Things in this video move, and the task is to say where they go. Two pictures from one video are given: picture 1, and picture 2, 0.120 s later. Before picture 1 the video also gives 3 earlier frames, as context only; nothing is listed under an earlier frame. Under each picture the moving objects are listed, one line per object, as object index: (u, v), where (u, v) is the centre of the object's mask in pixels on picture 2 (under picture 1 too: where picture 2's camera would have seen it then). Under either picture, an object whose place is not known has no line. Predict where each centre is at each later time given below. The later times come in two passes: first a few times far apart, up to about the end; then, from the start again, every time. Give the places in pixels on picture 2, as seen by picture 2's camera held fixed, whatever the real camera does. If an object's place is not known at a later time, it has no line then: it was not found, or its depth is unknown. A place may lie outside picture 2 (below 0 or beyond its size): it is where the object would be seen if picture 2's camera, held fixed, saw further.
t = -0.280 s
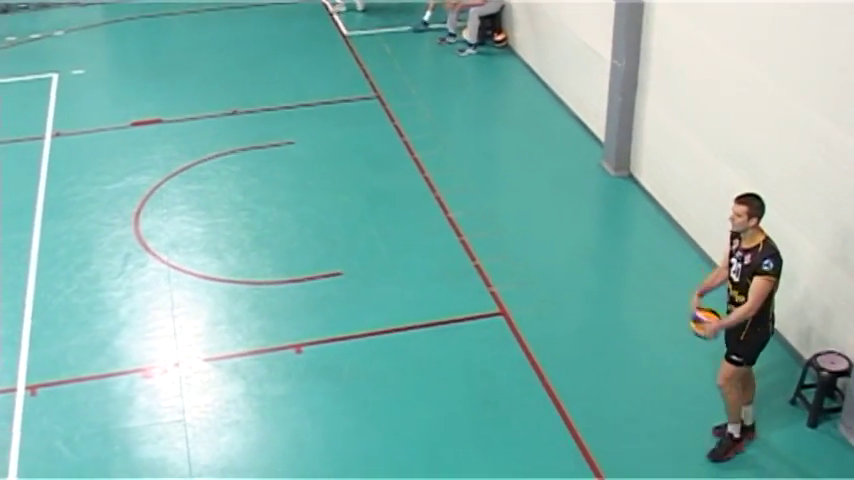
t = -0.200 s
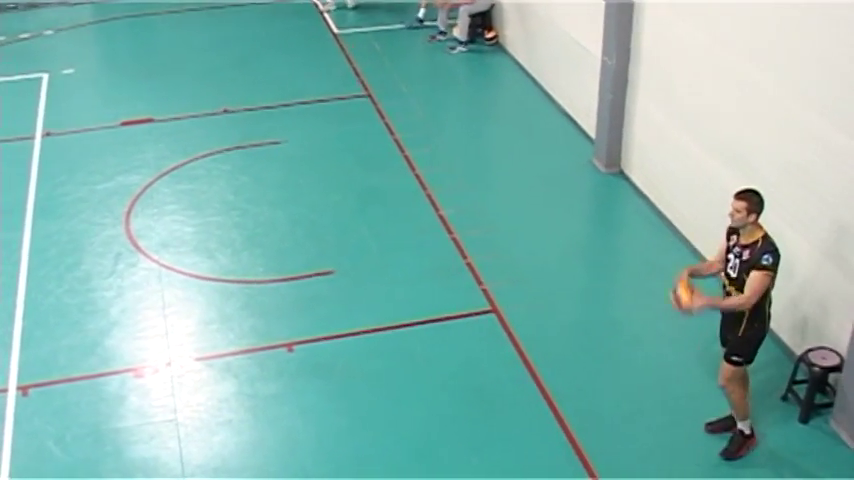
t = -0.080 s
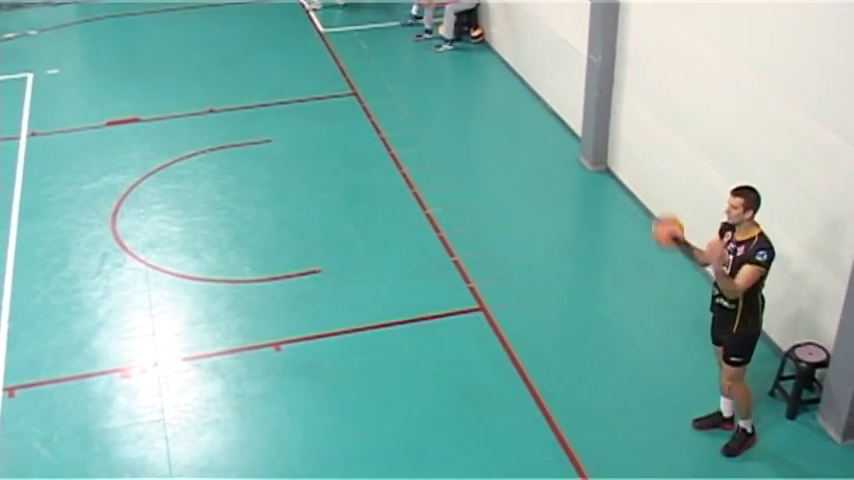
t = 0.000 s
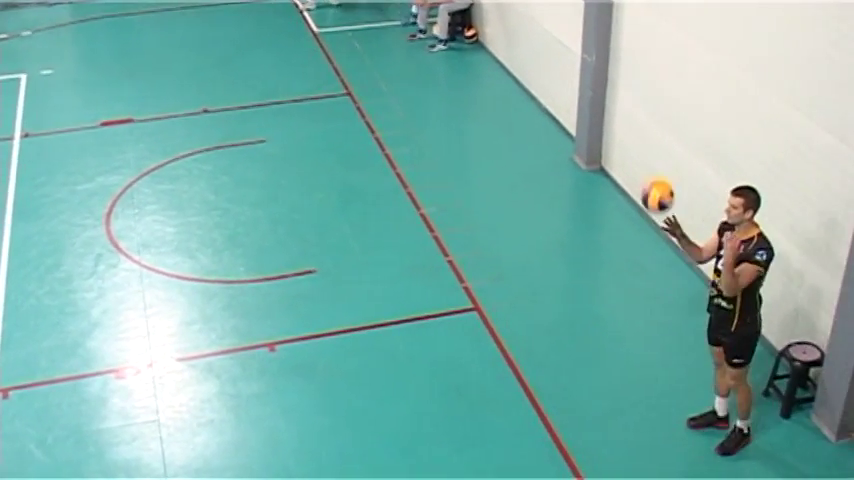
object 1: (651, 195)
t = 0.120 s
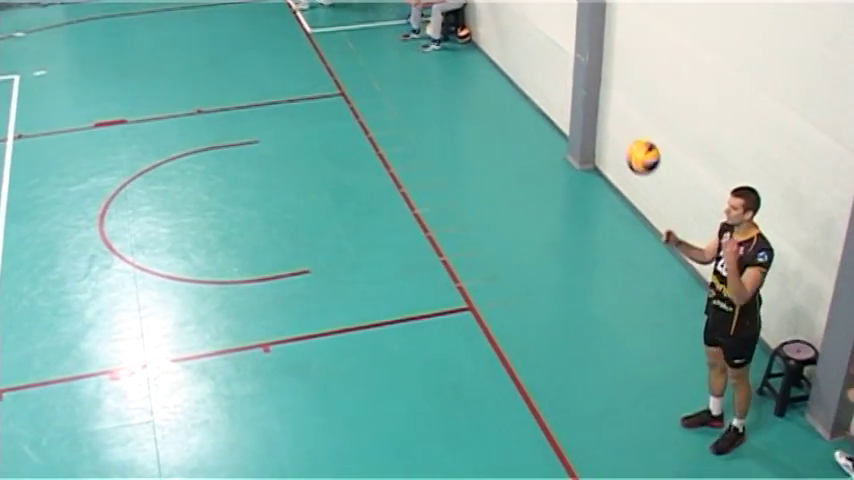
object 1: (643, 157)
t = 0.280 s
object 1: (629, 137)
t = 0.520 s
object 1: (600, 177)
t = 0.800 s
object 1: (563, 316)
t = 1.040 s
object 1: (539, 441)
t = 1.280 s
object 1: (601, 331)
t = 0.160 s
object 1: (640, 149)
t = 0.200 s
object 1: (637, 142)
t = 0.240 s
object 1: (632, 139)
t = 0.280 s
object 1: (629, 137)
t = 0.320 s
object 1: (625, 138)
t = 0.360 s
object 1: (621, 141)
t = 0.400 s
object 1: (616, 147)
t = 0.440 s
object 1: (611, 155)
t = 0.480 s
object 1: (606, 165)
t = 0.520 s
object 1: (600, 177)
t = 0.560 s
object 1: (595, 191)
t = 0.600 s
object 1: (589, 207)
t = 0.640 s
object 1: (586, 227)
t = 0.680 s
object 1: (579, 246)
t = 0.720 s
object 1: (574, 268)
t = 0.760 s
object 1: (568, 290)
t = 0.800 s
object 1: (563, 316)
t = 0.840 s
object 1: (556, 341)
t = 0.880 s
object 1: (550, 368)
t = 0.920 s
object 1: (544, 397)
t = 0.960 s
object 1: (537, 424)
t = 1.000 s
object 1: (533, 455)
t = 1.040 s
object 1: (539, 441)
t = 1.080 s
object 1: (549, 418)
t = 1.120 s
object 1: (559, 398)
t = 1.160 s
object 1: (570, 378)
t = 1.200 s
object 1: (580, 361)
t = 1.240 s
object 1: (590, 345)
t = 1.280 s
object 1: (601, 331)
